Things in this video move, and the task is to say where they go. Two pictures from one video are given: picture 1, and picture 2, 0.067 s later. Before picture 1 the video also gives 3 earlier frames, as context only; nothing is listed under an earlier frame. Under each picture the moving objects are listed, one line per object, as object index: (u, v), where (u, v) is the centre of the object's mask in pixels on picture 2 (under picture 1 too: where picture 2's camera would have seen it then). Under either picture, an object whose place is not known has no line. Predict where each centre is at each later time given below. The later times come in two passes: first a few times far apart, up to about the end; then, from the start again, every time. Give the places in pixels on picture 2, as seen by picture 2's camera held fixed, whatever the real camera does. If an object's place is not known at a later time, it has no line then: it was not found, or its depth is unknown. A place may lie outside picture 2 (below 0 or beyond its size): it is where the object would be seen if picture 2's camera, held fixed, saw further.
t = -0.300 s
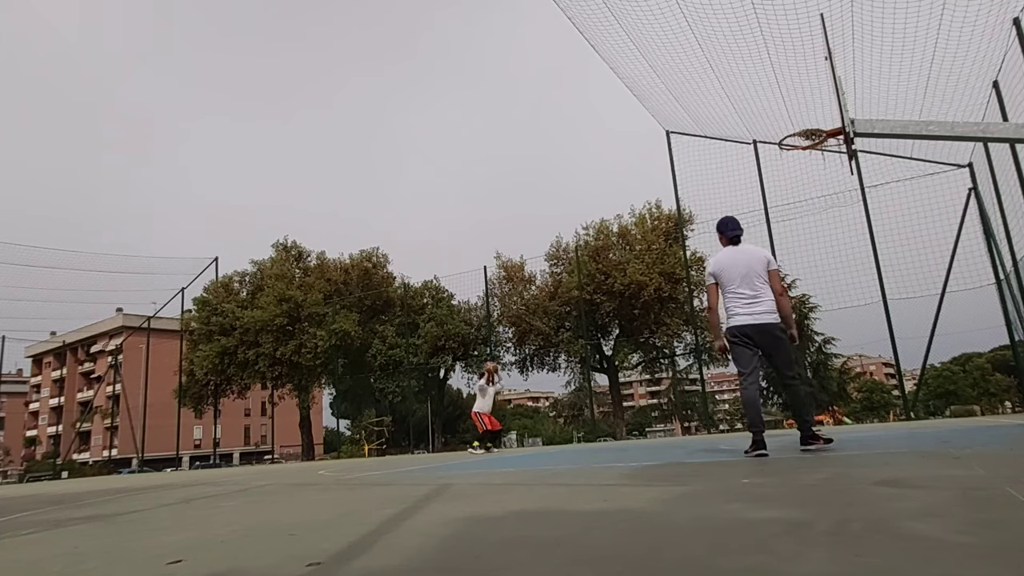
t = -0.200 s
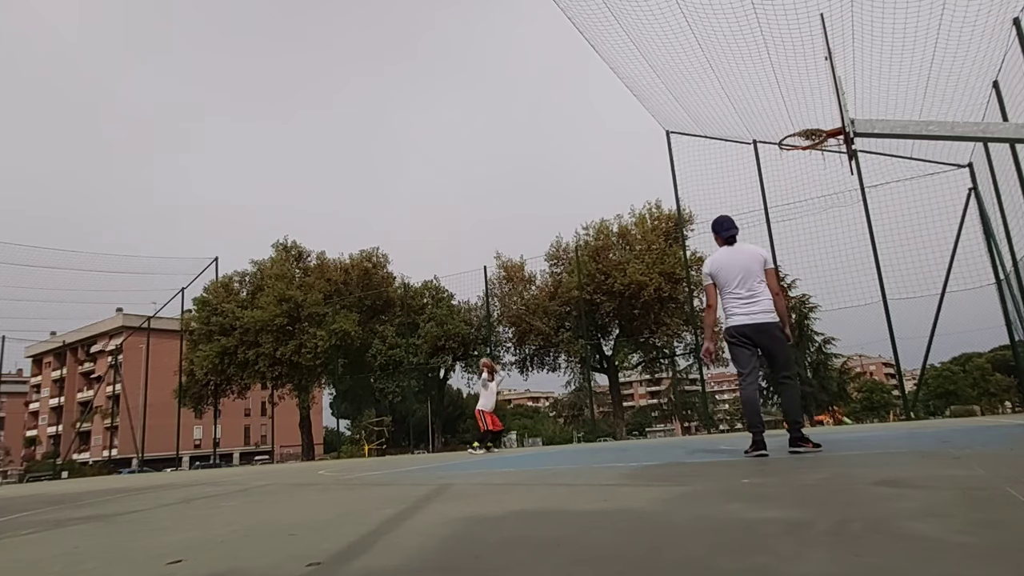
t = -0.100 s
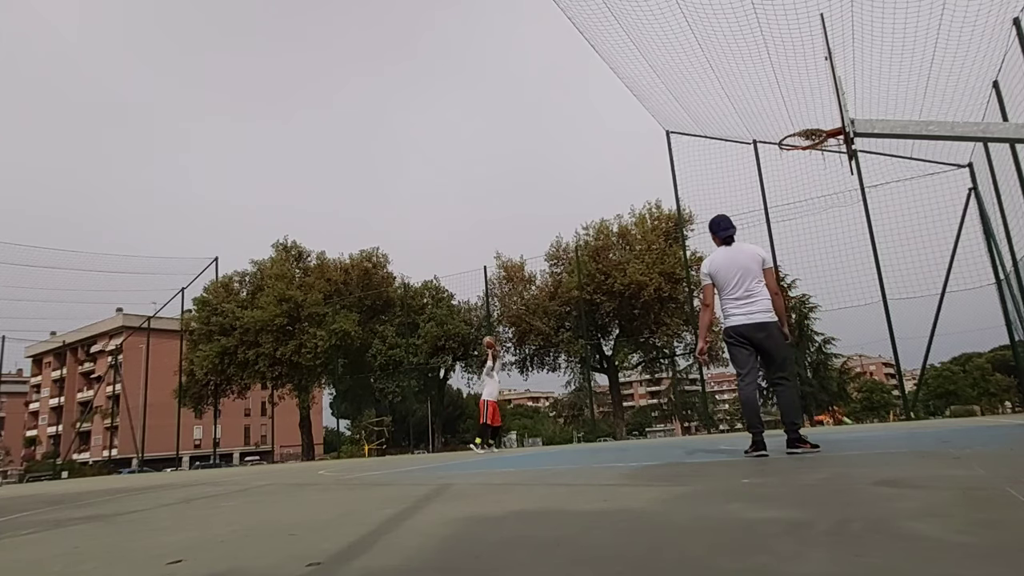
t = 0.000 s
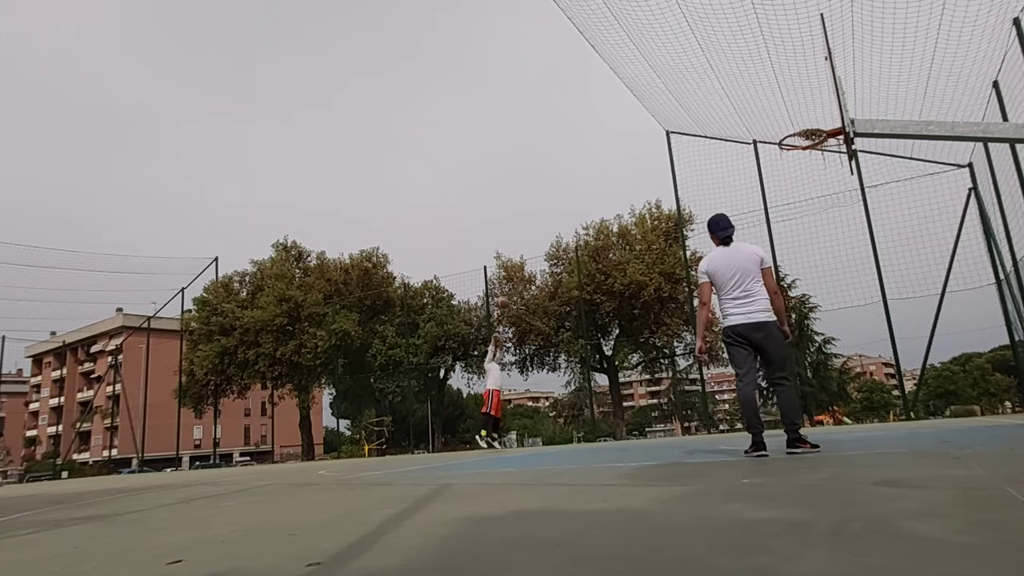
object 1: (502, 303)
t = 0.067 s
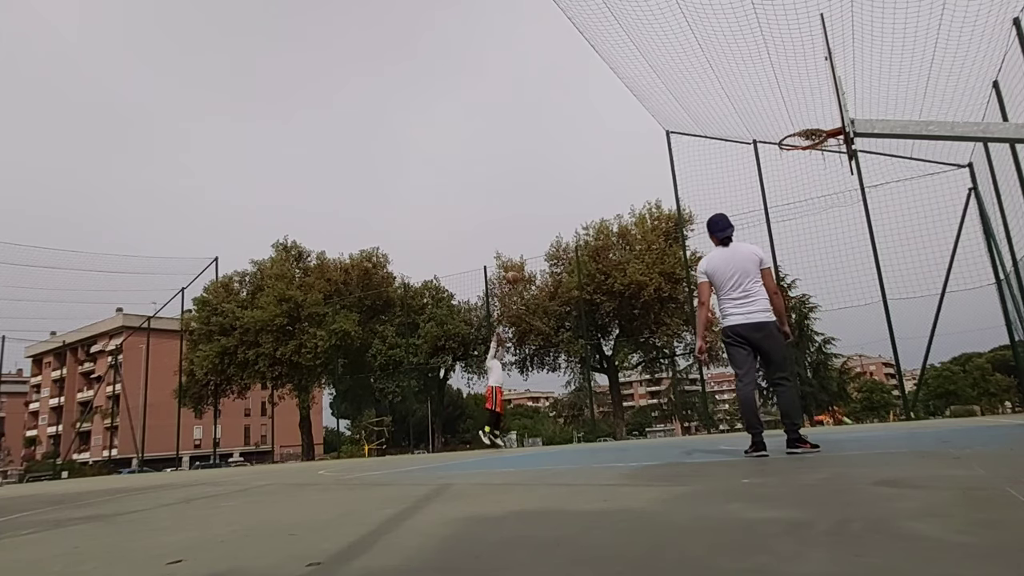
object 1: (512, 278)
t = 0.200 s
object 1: (533, 233)
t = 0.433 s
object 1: (577, 171)
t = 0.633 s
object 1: (624, 136)
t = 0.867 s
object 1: (695, 122)
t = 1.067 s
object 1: (778, 142)
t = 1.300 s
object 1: (768, 151)
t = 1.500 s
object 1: (758, 182)
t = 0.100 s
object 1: (517, 266)
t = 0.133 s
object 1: (523, 255)
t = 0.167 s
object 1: (528, 244)
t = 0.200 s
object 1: (533, 233)
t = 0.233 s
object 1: (539, 223)
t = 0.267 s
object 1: (545, 213)
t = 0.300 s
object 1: (551, 204)
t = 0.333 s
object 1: (558, 195)
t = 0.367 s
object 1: (564, 187)
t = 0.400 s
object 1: (570, 178)
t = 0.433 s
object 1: (577, 171)
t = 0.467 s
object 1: (585, 164)
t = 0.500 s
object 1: (592, 157)
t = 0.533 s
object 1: (599, 151)
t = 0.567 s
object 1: (607, 146)
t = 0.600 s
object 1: (615, 141)
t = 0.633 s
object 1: (624, 136)
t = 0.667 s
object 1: (633, 132)
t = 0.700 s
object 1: (642, 129)
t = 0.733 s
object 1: (652, 126)
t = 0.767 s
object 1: (662, 124)
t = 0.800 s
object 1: (672, 123)
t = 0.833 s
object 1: (683, 122)
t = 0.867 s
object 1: (695, 122)
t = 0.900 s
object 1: (707, 124)
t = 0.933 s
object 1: (720, 125)
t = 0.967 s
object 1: (733, 128)
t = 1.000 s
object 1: (747, 132)
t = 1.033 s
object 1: (762, 136)
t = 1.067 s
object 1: (778, 142)
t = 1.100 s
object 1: (786, 147)
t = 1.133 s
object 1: (783, 146)
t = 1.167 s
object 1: (779, 145)
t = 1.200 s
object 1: (776, 145)
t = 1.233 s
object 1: (772, 146)
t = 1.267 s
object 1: (770, 148)
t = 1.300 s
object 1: (768, 151)
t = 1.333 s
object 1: (767, 155)
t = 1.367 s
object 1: (764, 159)
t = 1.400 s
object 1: (762, 164)
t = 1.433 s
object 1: (761, 169)
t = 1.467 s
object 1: (759, 176)
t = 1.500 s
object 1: (758, 182)
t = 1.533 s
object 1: (757, 190)
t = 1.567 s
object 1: (756, 198)
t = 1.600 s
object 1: (756, 206)
